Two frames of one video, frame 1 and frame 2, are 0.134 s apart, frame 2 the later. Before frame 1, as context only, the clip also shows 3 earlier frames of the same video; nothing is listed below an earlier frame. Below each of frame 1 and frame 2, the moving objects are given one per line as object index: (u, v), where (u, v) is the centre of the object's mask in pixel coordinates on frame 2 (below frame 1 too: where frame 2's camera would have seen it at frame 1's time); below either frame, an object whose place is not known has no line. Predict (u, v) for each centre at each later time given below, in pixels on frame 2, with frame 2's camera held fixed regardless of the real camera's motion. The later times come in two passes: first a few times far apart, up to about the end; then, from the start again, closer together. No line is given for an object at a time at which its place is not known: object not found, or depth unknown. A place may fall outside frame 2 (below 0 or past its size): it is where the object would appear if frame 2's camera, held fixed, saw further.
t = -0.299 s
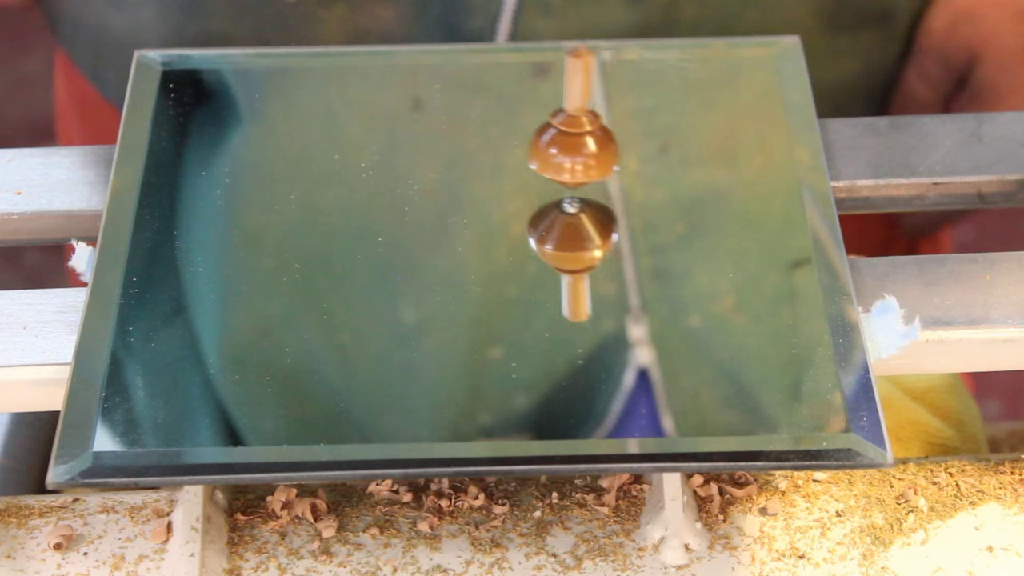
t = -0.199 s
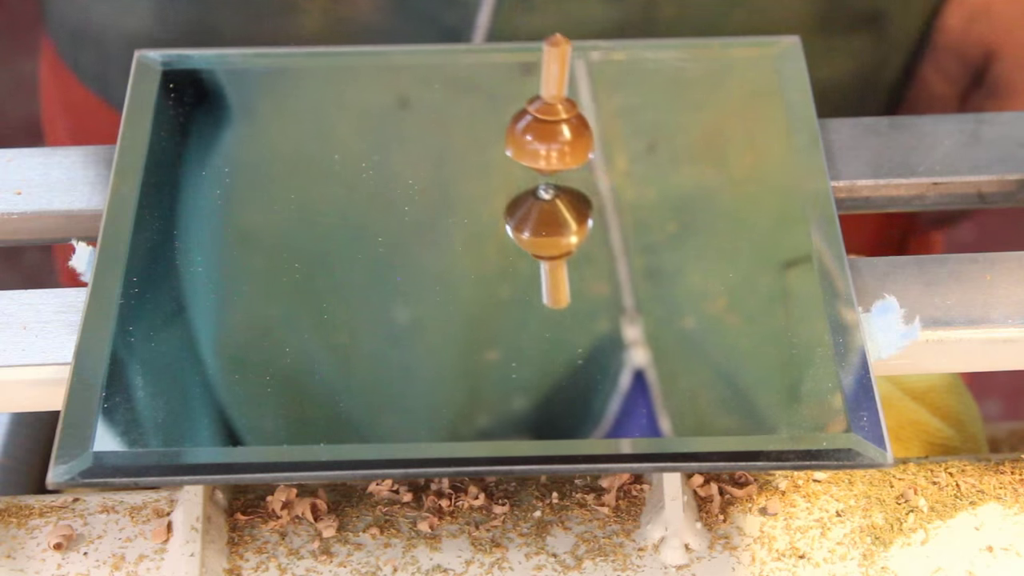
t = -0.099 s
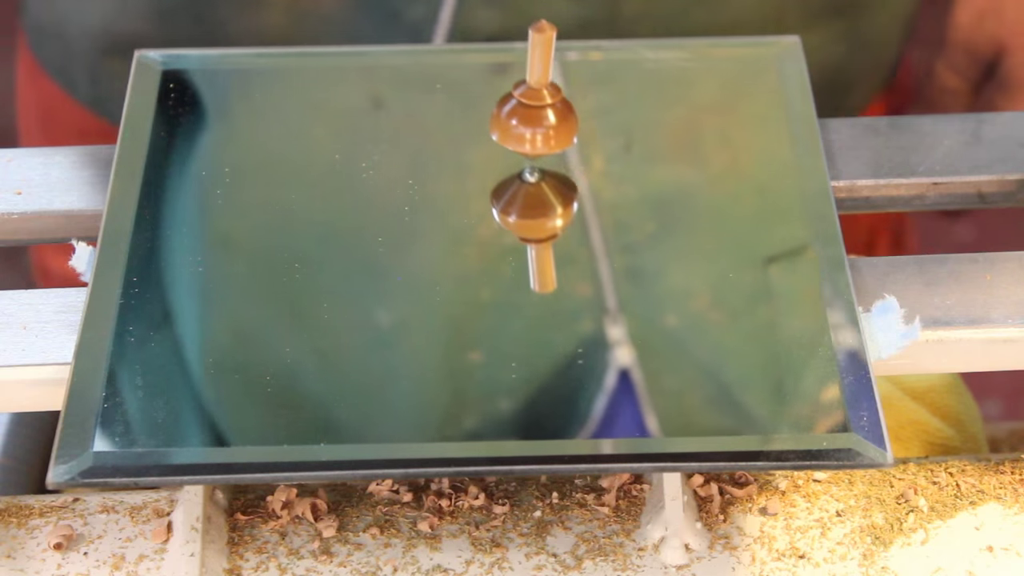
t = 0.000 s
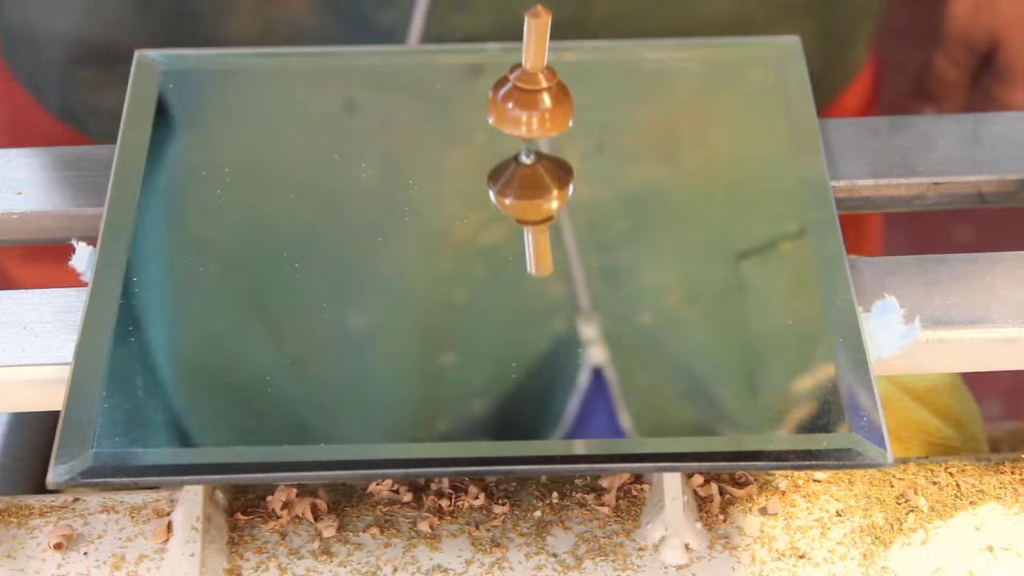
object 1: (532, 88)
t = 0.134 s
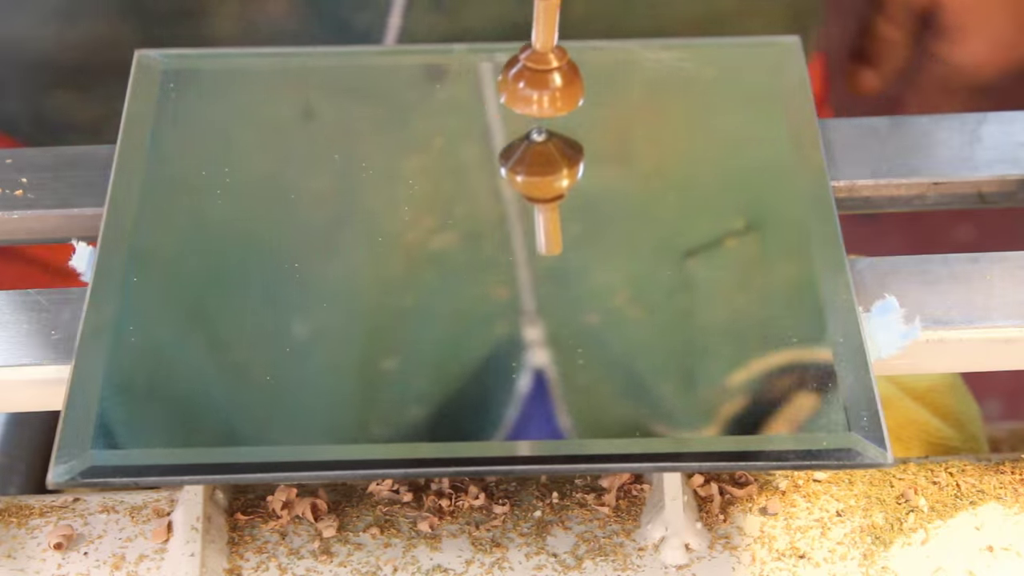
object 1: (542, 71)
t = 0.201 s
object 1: (553, 65)
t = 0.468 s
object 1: (623, 54)
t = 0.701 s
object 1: (686, 63)
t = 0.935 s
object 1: (712, 92)
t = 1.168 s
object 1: (686, 127)
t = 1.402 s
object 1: (621, 143)
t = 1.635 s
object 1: (556, 130)
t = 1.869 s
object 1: (530, 100)
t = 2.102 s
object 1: (552, 74)
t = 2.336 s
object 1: (606, 66)
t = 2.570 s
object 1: (660, 76)
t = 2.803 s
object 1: (681, 104)
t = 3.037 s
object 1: (656, 135)
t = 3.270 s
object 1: (598, 147)
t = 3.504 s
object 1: (544, 135)
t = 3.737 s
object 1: (524, 109)
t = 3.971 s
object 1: (546, 86)
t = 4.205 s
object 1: (592, 80)
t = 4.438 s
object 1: (633, 95)
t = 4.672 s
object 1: (642, 121)
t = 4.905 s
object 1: (612, 143)
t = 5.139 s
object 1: (561, 148)
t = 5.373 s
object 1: (526, 134)
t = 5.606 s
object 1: (526, 112)
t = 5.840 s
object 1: (558, 100)
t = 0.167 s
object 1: (546, 68)
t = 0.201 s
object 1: (553, 65)
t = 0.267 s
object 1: (568, 60)
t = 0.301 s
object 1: (576, 58)
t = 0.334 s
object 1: (585, 56)
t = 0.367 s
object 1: (594, 54)
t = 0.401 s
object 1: (604, 54)
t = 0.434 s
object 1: (613, 54)
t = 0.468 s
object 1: (623, 54)
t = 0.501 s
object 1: (633, 53)
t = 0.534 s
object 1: (643, 54)
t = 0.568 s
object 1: (653, 55)
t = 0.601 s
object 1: (662, 57)
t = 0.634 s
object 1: (670, 58)
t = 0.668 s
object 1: (679, 61)
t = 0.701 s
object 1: (686, 63)
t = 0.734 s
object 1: (693, 67)
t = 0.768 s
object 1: (698, 70)
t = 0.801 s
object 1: (703, 74)
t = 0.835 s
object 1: (707, 77)
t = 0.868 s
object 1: (710, 81)
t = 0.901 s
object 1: (712, 86)
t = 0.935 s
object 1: (712, 92)
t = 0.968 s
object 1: (712, 97)
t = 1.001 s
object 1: (710, 103)
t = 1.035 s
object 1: (708, 108)
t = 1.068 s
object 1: (704, 114)
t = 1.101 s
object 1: (699, 118)
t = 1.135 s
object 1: (693, 123)
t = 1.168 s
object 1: (686, 127)
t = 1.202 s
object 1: (678, 131)
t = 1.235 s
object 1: (670, 134)
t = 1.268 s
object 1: (661, 138)
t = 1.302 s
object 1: (652, 140)
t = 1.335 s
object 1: (642, 141)
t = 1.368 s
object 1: (631, 142)
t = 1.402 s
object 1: (621, 143)
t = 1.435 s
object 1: (611, 143)
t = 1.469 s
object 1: (600, 142)
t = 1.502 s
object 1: (590, 140)
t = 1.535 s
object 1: (581, 139)
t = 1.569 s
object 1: (572, 137)
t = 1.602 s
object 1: (563, 134)
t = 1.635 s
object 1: (556, 130)
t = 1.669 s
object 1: (549, 127)
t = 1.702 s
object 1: (543, 123)
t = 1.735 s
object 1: (539, 119)
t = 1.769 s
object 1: (535, 114)
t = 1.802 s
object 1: (532, 110)
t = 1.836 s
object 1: (530, 105)
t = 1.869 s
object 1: (530, 100)
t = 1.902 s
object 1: (530, 95)
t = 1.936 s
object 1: (531, 91)
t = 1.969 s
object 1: (534, 87)
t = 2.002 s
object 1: (537, 82)
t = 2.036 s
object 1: (541, 79)
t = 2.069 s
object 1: (546, 76)
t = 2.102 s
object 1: (552, 74)
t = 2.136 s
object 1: (558, 72)
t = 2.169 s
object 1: (565, 70)
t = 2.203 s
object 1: (573, 68)
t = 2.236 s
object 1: (581, 67)
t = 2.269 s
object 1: (589, 66)
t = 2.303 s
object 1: (598, 66)
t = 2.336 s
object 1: (606, 66)
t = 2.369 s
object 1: (615, 66)
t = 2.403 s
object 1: (623, 67)
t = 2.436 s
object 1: (631, 68)
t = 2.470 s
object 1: (639, 69)
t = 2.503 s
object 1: (647, 71)
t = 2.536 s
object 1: (653, 73)
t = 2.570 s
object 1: (660, 76)
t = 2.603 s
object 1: (665, 78)
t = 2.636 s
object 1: (670, 81)
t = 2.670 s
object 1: (674, 86)
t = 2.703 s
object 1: (677, 91)
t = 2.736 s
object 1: (679, 95)
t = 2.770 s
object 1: (681, 100)
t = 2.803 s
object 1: (681, 104)
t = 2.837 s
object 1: (680, 109)
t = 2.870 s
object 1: (679, 114)
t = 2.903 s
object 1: (675, 119)
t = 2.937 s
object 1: (672, 123)
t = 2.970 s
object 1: (667, 127)
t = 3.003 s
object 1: (662, 132)
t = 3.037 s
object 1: (656, 135)
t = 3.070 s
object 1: (649, 138)
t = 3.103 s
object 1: (641, 141)
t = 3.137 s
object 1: (633, 143)
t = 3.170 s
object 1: (624, 145)
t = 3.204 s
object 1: (616, 146)
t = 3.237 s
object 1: (607, 147)
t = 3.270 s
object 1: (598, 147)
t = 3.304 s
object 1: (589, 146)
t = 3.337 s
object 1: (580, 146)
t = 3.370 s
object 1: (572, 144)
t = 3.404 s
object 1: (564, 143)
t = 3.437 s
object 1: (556, 141)
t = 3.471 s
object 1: (550, 138)
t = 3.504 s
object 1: (544, 135)
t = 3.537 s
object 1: (538, 132)
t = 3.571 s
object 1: (534, 128)
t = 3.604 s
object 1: (530, 125)
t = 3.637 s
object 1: (527, 121)
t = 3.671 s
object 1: (525, 117)
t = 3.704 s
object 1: (525, 113)
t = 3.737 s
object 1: (524, 109)
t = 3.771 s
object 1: (525, 105)
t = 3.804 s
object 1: (526, 101)
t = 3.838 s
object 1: (529, 98)
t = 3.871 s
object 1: (532, 94)
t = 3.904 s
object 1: (536, 92)
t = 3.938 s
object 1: (541, 89)
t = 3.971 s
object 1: (546, 86)
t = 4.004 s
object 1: (552, 84)
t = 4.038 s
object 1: (558, 82)
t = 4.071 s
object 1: (564, 81)
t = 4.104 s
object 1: (571, 81)
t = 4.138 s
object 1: (578, 80)
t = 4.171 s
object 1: (585, 80)
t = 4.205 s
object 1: (592, 80)
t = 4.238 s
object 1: (599, 81)
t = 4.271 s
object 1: (606, 82)
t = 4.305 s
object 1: (612, 84)
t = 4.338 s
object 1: (618, 86)
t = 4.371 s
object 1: (624, 89)
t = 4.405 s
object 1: (629, 92)
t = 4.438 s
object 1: (633, 95)
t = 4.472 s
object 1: (637, 98)
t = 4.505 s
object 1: (639, 101)
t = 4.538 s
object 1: (641, 105)
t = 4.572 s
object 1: (643, 109)
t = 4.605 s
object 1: (643, 113)
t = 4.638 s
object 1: (643, 117)
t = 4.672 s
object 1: (642, 121)
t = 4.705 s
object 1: (640, 125)
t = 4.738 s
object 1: (637, 129)
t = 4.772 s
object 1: (633, 132)
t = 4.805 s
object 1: (628, 135)
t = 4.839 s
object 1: (623, 138)
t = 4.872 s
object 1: (618, 141)
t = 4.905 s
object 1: (612, 143)
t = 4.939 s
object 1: (605, 145)
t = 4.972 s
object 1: (598, 146)
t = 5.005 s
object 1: (591, 148)
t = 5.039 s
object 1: (583, 148)
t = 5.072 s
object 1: (576, 148)
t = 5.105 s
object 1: (569, 149)
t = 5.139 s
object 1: (561, 148)
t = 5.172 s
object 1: (555, 147)
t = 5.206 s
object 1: (549, 145)
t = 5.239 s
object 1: (543, 144)
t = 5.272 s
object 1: (538, 142)
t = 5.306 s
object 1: (533, 139)
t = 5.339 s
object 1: (529, 136)
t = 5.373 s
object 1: (526, 134)
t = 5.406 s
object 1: (524, 130)
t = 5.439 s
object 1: (522, 127)
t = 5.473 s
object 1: (522, 124)
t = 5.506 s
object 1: (521, 121)
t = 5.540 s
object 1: (522, 118)
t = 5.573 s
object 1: (524, 115)
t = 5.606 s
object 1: (526, 112)
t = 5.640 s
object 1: (529, 109)
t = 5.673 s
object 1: (533, 107)
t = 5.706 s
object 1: (537, 105)
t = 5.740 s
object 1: (542, 103)
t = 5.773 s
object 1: (547, 102)
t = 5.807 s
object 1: (552, 101)
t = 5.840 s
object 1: (558, 100)
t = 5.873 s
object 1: (564, 99)
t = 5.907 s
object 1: (570, 99)
